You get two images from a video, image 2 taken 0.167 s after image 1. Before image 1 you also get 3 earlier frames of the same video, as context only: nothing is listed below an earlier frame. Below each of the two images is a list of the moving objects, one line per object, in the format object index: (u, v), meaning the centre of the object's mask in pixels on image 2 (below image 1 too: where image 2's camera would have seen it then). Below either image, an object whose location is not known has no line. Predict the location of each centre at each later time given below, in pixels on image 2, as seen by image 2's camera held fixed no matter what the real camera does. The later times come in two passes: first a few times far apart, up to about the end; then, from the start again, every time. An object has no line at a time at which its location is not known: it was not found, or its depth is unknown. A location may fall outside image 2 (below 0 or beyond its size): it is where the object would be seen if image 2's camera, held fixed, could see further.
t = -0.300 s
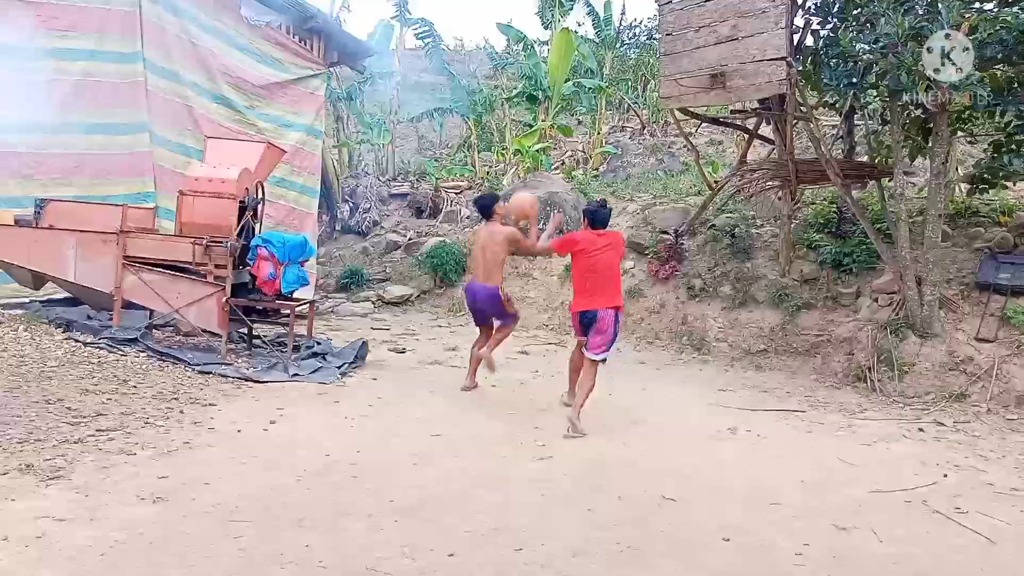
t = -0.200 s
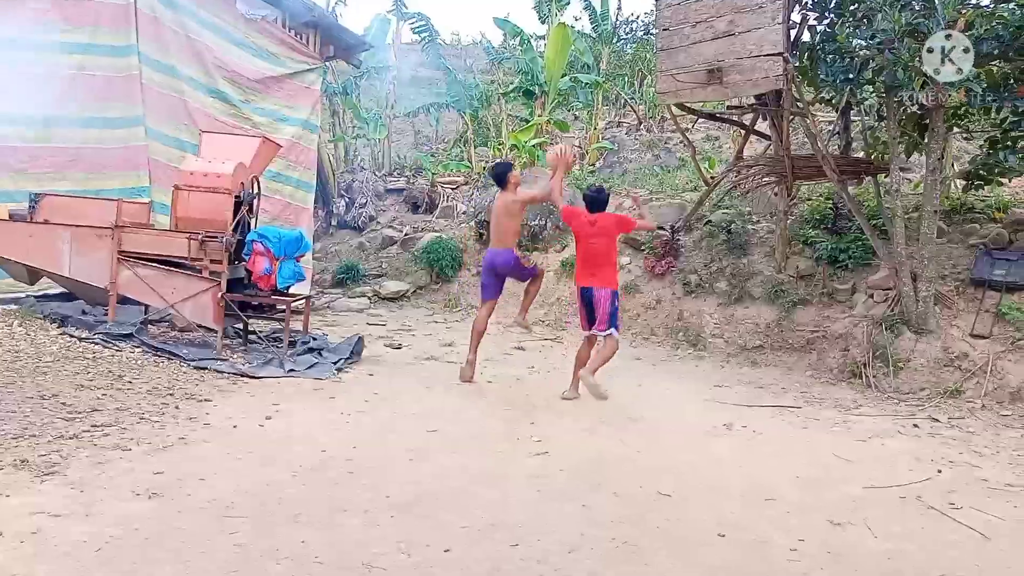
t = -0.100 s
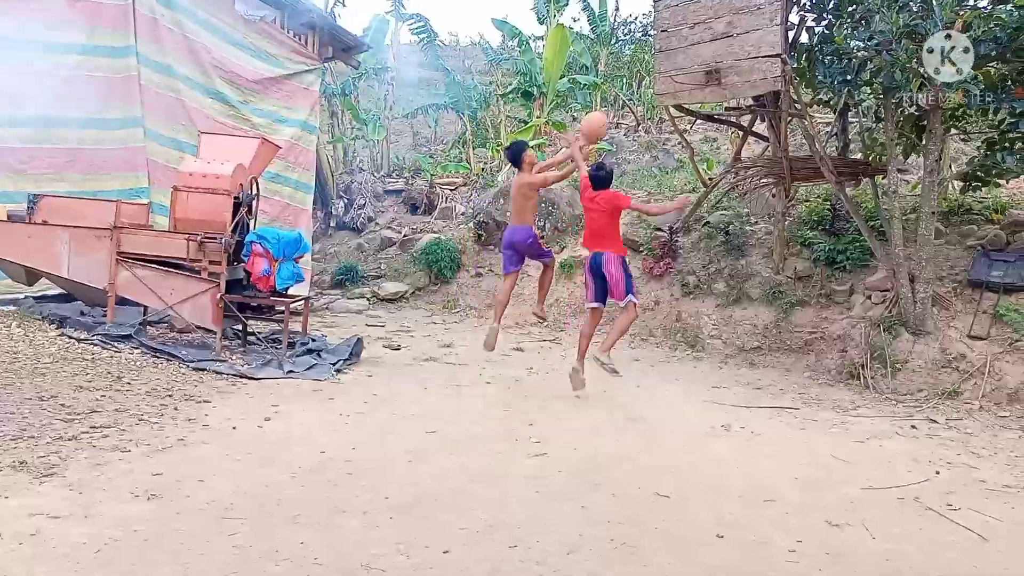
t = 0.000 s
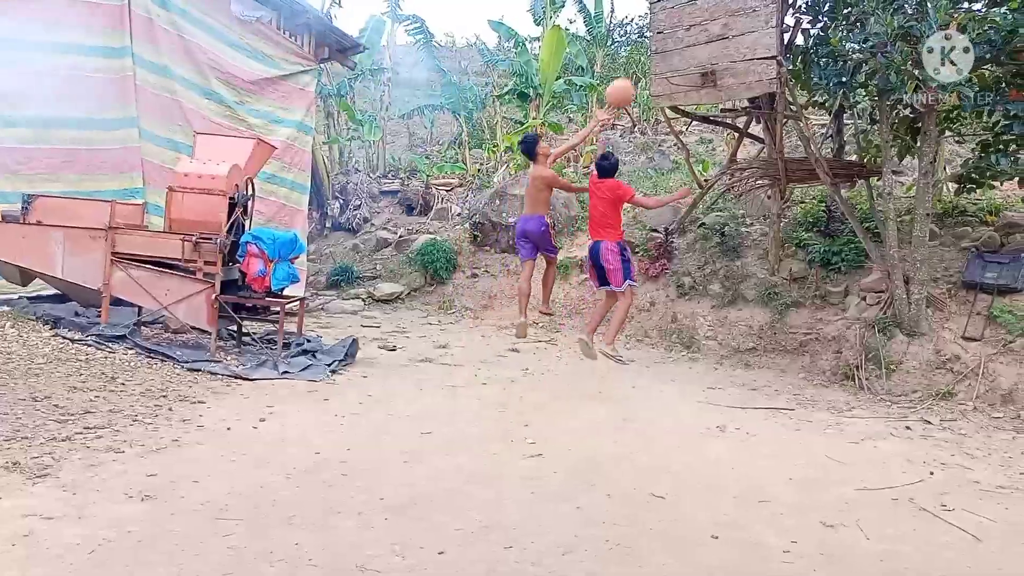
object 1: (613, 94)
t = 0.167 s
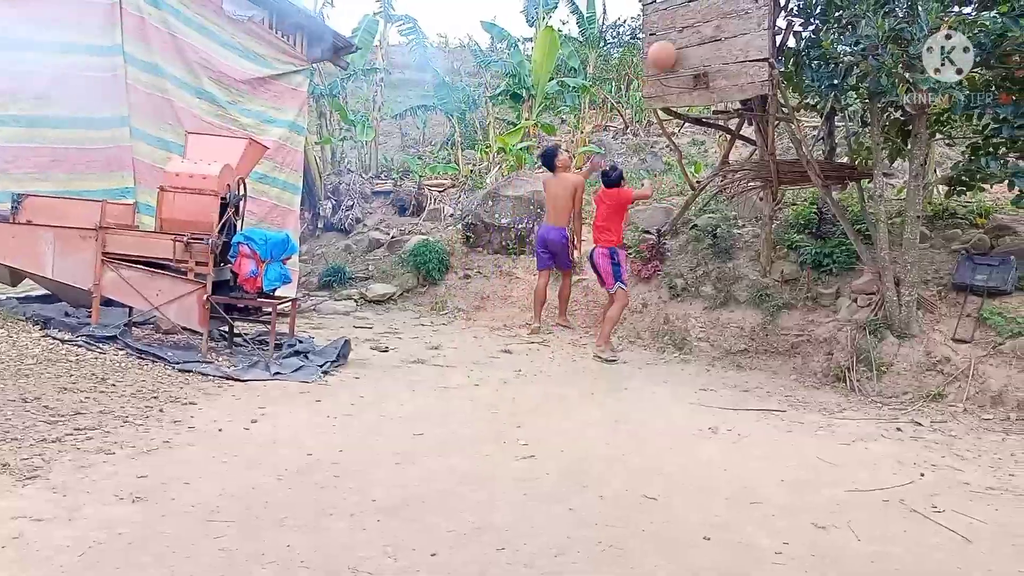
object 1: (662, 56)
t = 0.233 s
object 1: (663, 47)
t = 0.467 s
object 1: (657, 58)
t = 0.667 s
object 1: (643, 132)
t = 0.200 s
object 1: (663, 51)
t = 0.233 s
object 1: (663, 47)
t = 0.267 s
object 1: (662, 44)
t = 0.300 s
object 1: (662, 43)
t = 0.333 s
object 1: (662, 43)
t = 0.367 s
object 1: (660, 45)
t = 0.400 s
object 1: (659, 47)
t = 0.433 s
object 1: (658, 52)
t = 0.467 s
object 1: (657, 58)
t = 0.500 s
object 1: (655, 66)
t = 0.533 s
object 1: (653, 75)
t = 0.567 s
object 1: (652, 86)
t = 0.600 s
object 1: (649, 99)
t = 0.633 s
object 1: (647, 115)
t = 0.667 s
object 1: (643, 132)
